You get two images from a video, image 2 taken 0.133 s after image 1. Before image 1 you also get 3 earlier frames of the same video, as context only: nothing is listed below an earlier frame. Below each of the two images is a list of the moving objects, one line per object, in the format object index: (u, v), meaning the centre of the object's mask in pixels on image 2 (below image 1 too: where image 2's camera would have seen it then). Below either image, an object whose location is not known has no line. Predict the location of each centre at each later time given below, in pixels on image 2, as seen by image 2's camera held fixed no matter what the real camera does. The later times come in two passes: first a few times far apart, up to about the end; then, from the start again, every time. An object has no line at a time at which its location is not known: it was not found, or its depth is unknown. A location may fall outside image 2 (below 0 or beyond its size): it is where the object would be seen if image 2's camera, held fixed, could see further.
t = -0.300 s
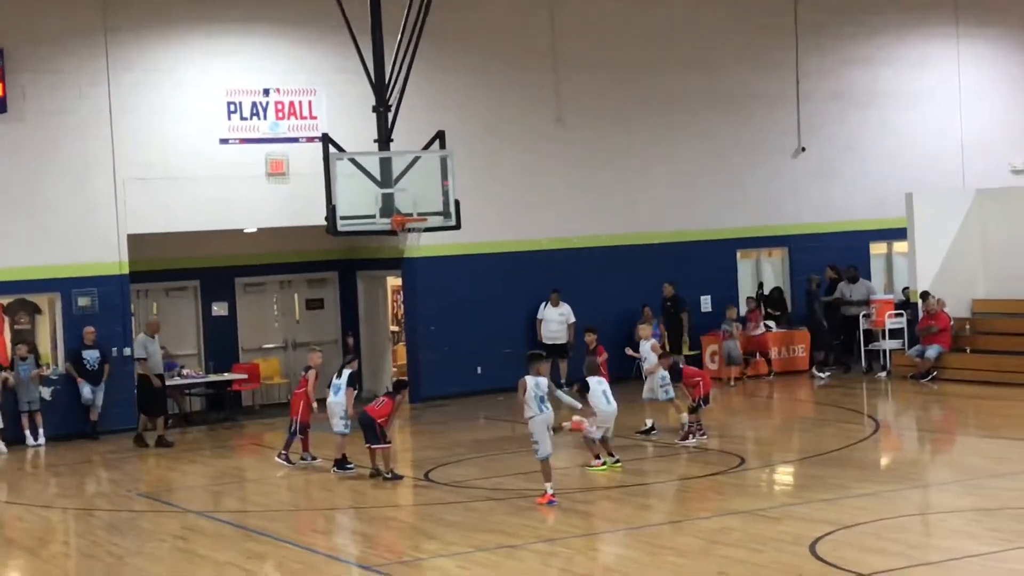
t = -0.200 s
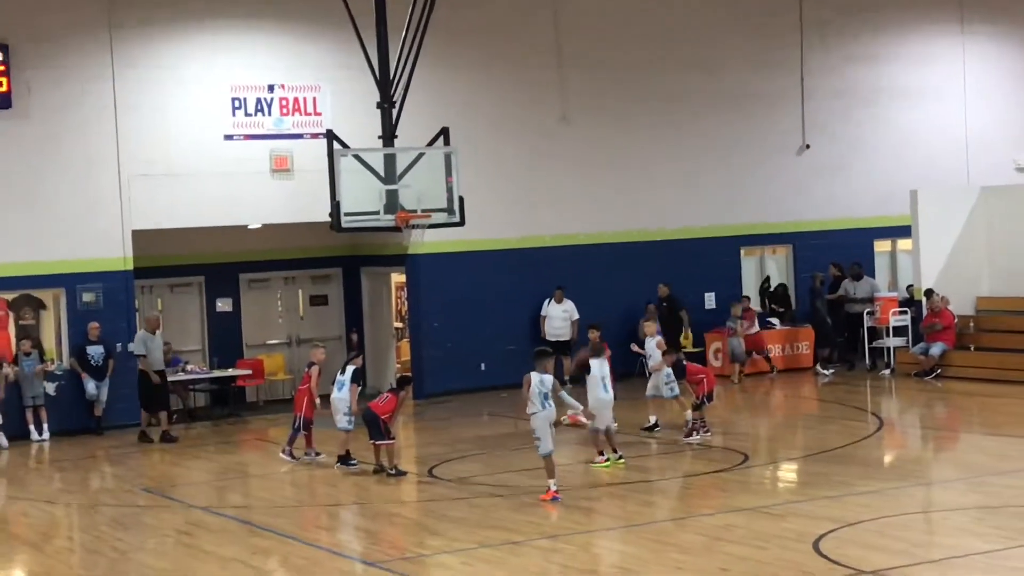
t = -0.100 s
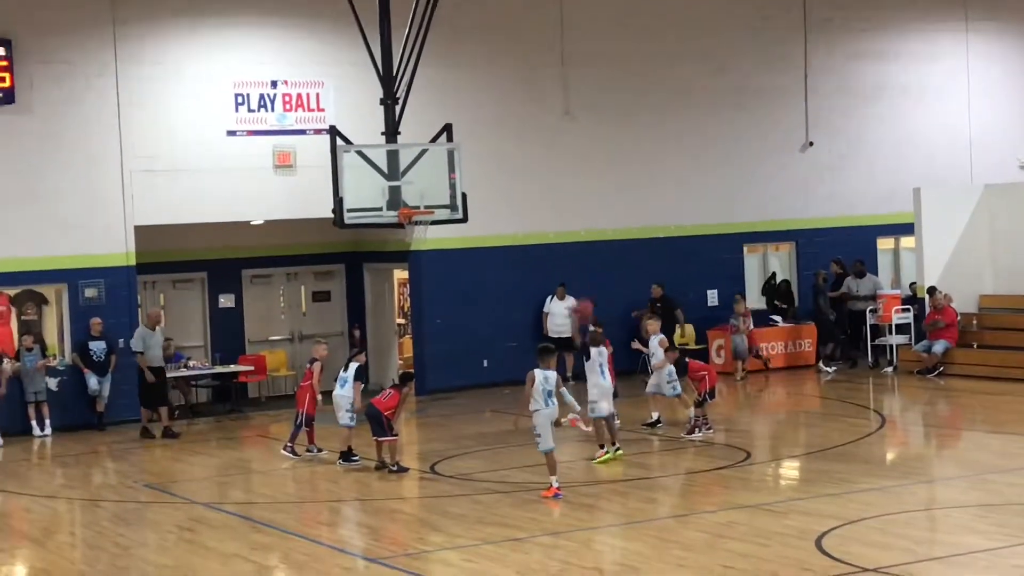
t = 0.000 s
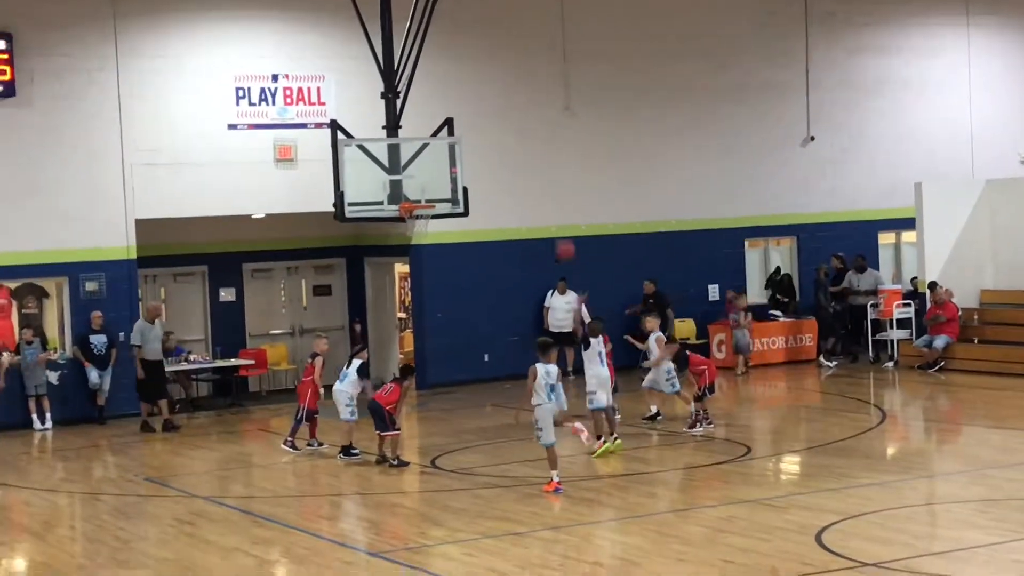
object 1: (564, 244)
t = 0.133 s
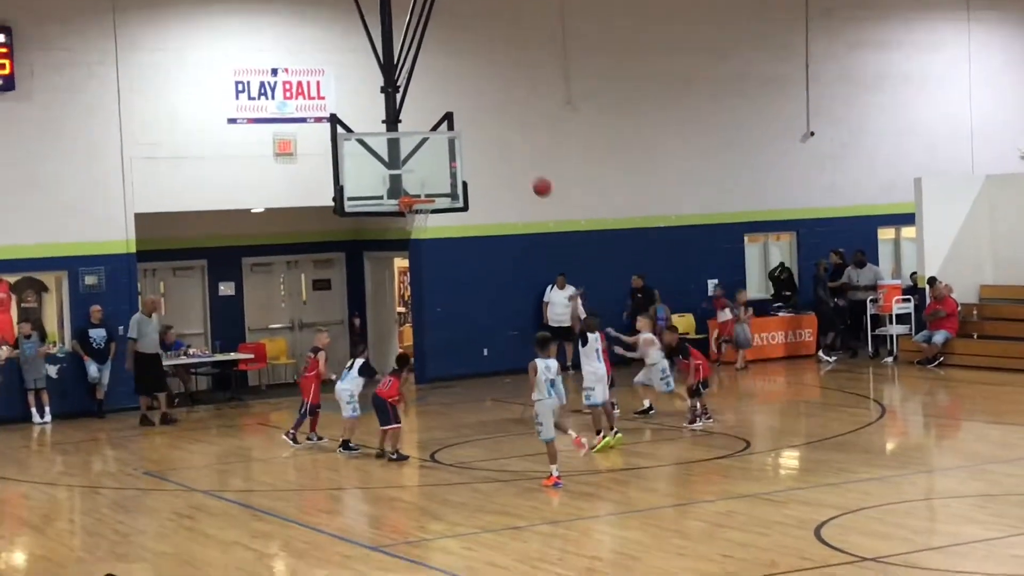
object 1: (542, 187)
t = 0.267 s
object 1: (520, 146)
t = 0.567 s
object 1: (478, 110)
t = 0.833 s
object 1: (445, 136)
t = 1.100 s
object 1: (416, 208)
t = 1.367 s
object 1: (409, 227)
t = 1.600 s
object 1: (410, 290)
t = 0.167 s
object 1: (536, 175)
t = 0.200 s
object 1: (531, 164)
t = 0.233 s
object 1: (526, 155)
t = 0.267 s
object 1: (520, 146)
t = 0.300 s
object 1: (515, 139)
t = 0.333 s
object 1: (510, 132)
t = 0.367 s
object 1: (505, 126)
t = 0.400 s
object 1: (500, 121)
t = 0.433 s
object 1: (496, 117)
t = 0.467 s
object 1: (491, 114)
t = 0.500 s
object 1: (486, 112)
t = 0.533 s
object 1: (482, 110)
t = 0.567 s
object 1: (478, 110)
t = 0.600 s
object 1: (473, 110)
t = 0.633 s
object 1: (469, 112)
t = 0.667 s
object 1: (464, 114)
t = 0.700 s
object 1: (460, 117)
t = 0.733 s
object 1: (456, 120)
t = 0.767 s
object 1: (453, 125)
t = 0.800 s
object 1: (449, 131)
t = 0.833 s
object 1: (445, 136)
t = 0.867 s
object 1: (441, 143)
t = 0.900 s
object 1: (437, 151)
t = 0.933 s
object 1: (433, 159)
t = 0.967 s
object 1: (430, 168)
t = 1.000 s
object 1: (426, 178)
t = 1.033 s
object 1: (423, 188)
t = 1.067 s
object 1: (421, 195)
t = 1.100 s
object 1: (416, 208)
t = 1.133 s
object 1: (411, 212)
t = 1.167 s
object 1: (410, 213)
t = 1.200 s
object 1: (409, 213)
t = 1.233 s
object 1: (410, 214)
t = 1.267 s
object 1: (409, 214)
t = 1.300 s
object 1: (409, 214)
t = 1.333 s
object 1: (409, 219)
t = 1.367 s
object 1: (409, 227)
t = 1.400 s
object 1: (409, 233)
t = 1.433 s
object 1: (409, 241)
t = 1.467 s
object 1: (410, 248)
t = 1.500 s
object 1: (410, 257)
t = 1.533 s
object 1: (408, 267)
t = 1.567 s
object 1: (409, 276)
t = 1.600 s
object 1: (410, 290)
